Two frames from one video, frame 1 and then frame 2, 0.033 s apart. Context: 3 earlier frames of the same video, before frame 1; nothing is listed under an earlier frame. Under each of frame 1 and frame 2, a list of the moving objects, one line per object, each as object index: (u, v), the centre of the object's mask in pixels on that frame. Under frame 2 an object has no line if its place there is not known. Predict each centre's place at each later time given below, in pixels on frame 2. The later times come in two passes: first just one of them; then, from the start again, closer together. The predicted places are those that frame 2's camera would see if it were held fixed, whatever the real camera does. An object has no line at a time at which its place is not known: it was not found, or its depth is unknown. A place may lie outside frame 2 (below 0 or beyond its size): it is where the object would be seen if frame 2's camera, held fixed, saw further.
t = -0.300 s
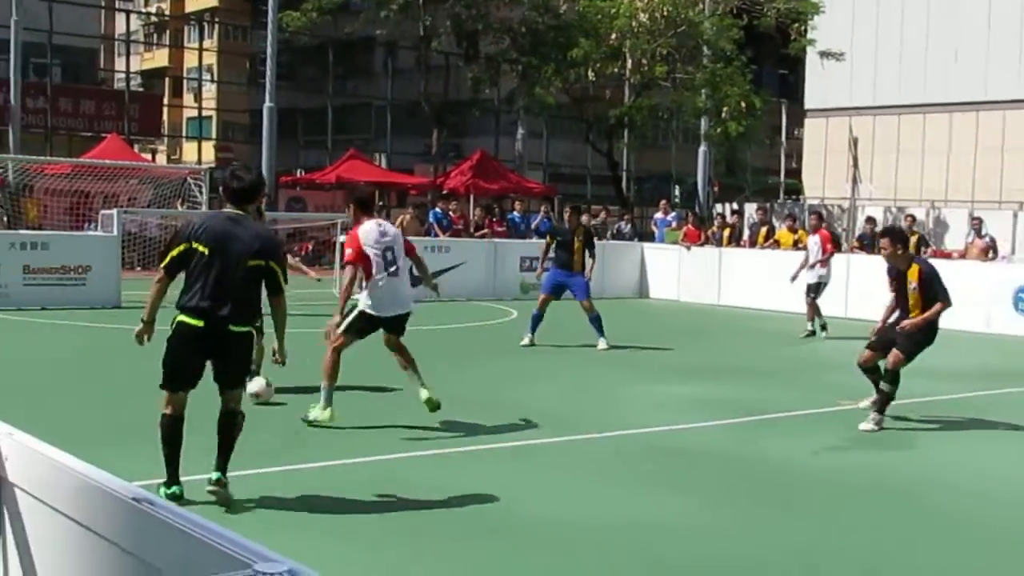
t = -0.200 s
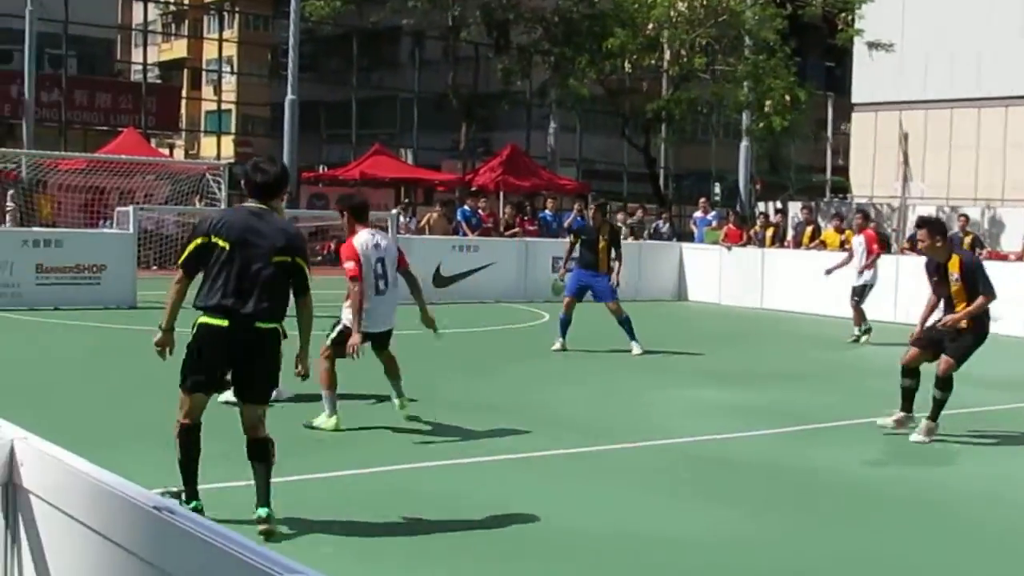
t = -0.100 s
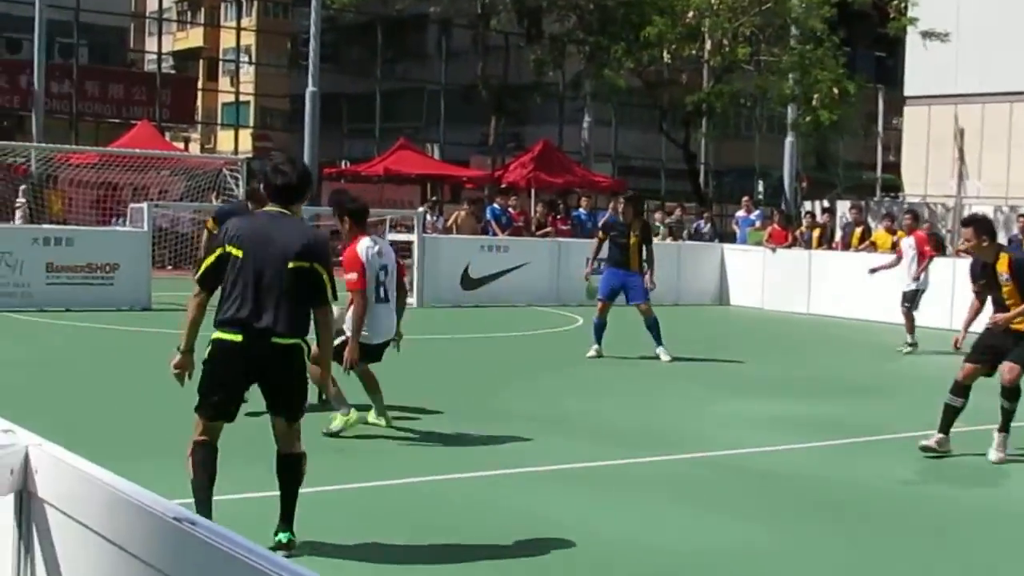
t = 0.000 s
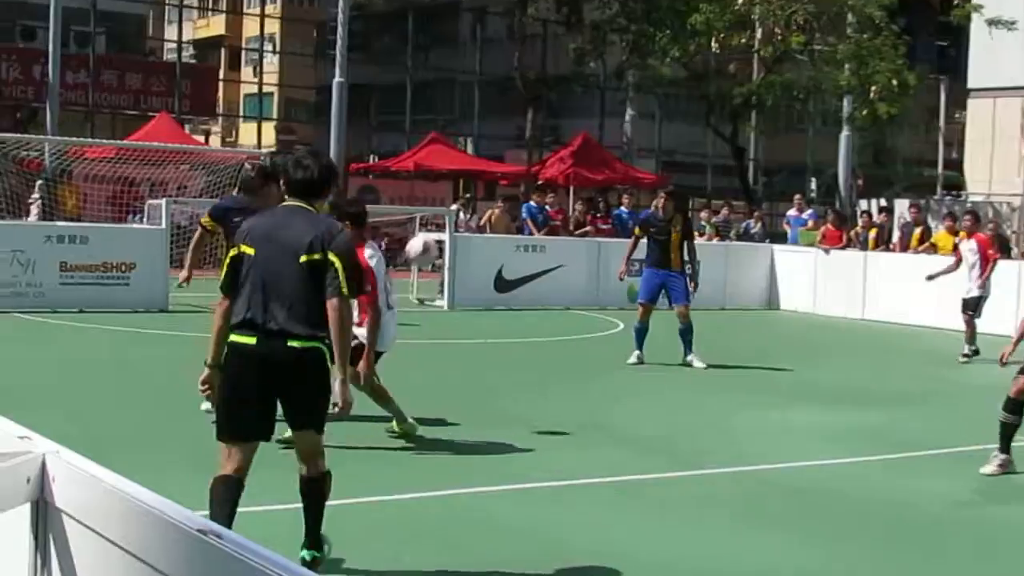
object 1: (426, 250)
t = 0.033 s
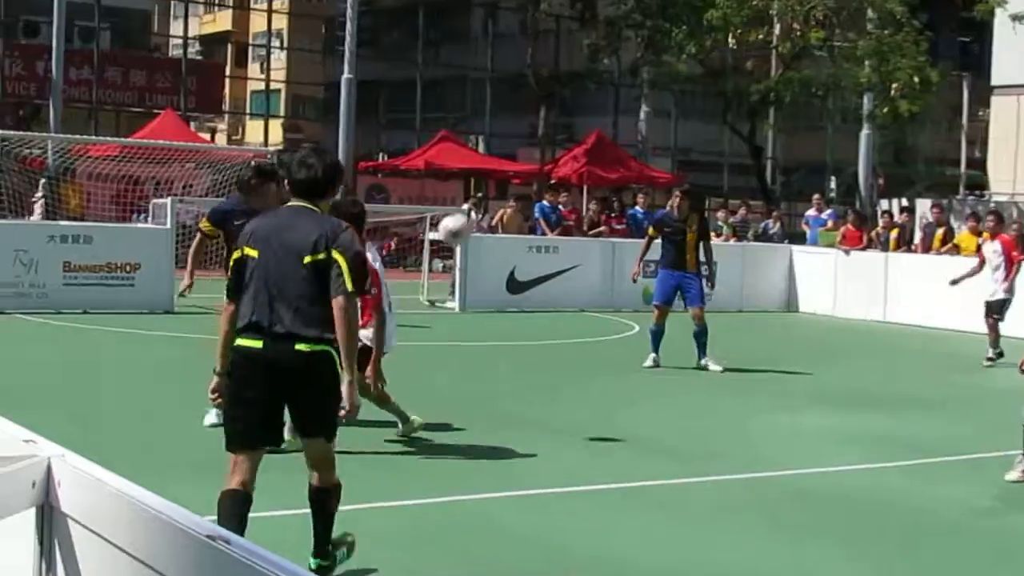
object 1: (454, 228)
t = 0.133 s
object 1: (523, 176)
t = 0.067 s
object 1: (477, 208)
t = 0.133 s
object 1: (523, 176)
